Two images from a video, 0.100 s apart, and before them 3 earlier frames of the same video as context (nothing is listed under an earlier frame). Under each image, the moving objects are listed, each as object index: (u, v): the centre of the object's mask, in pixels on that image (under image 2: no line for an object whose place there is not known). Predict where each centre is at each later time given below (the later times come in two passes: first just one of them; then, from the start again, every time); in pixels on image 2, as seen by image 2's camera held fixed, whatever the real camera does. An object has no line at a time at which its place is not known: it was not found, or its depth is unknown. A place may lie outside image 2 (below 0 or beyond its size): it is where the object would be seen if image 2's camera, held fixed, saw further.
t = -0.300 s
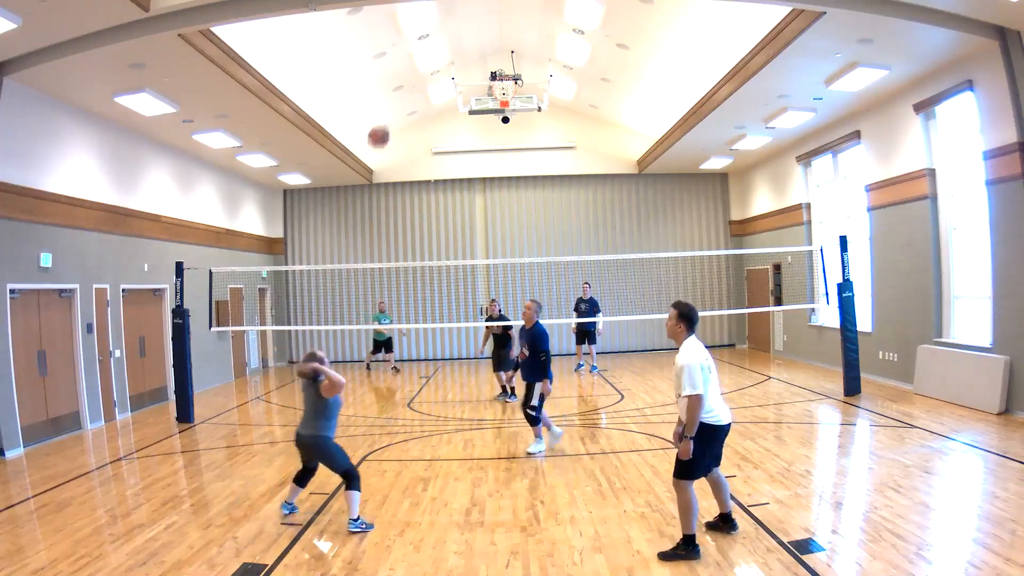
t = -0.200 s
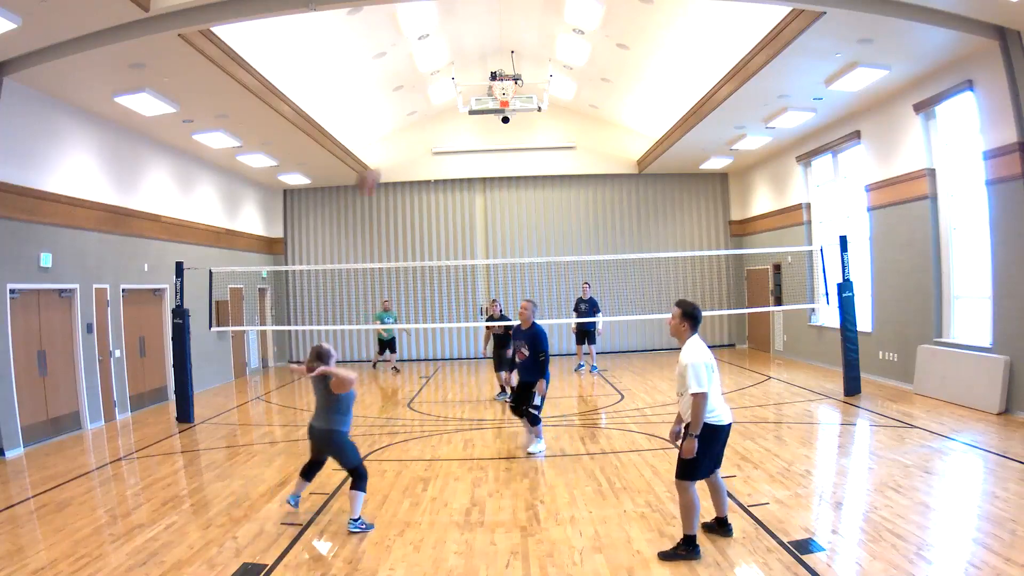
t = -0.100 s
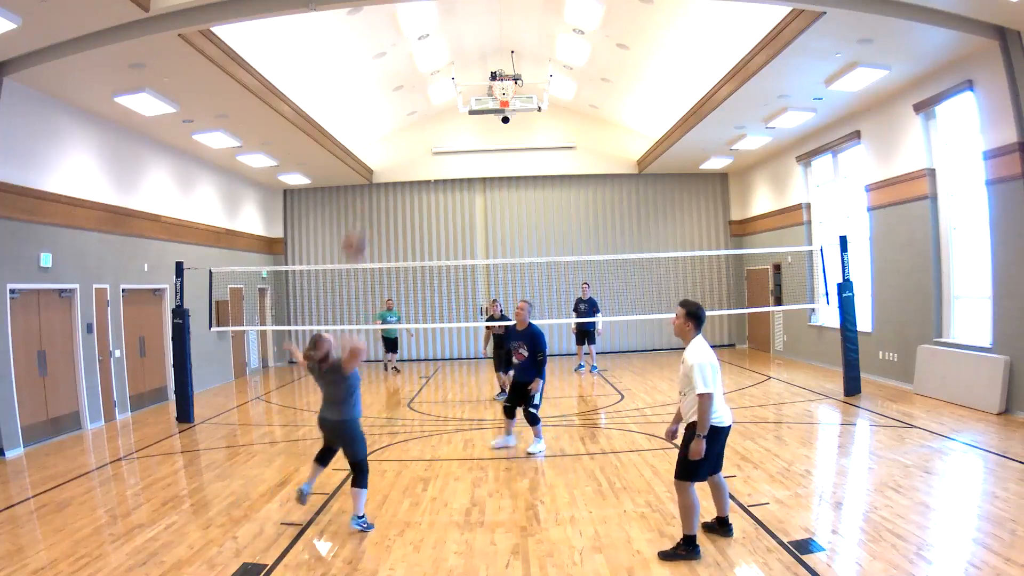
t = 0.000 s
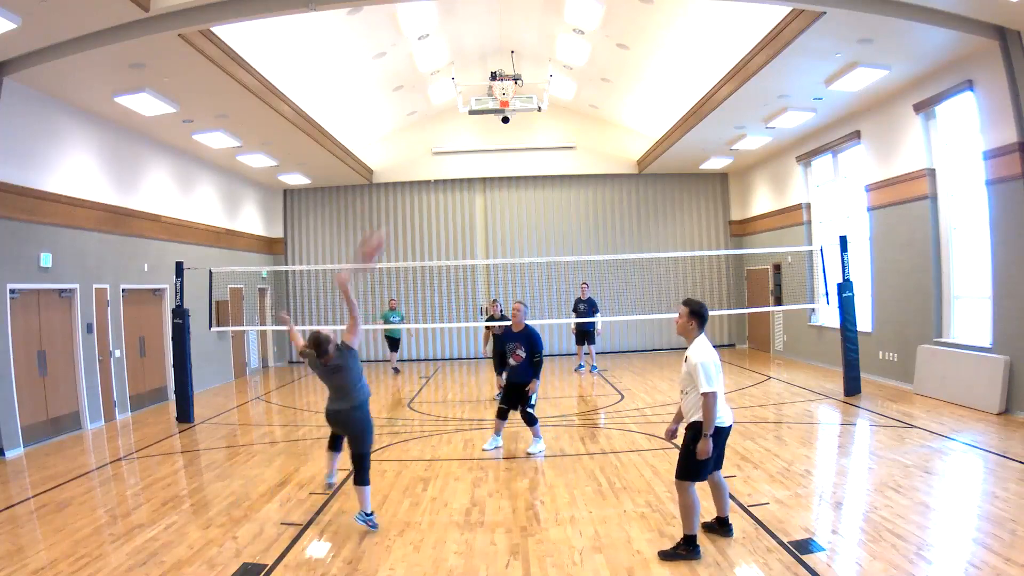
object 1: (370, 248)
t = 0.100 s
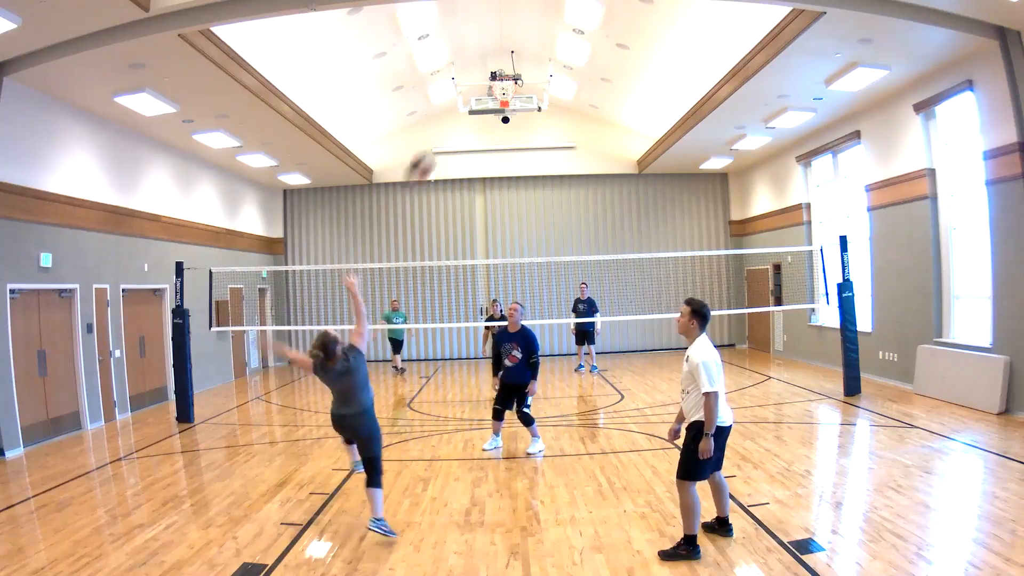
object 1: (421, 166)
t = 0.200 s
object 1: (461, 114)
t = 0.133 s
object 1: (435, 149)
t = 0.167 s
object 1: (449, 130)
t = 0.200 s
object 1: (461, 114)
